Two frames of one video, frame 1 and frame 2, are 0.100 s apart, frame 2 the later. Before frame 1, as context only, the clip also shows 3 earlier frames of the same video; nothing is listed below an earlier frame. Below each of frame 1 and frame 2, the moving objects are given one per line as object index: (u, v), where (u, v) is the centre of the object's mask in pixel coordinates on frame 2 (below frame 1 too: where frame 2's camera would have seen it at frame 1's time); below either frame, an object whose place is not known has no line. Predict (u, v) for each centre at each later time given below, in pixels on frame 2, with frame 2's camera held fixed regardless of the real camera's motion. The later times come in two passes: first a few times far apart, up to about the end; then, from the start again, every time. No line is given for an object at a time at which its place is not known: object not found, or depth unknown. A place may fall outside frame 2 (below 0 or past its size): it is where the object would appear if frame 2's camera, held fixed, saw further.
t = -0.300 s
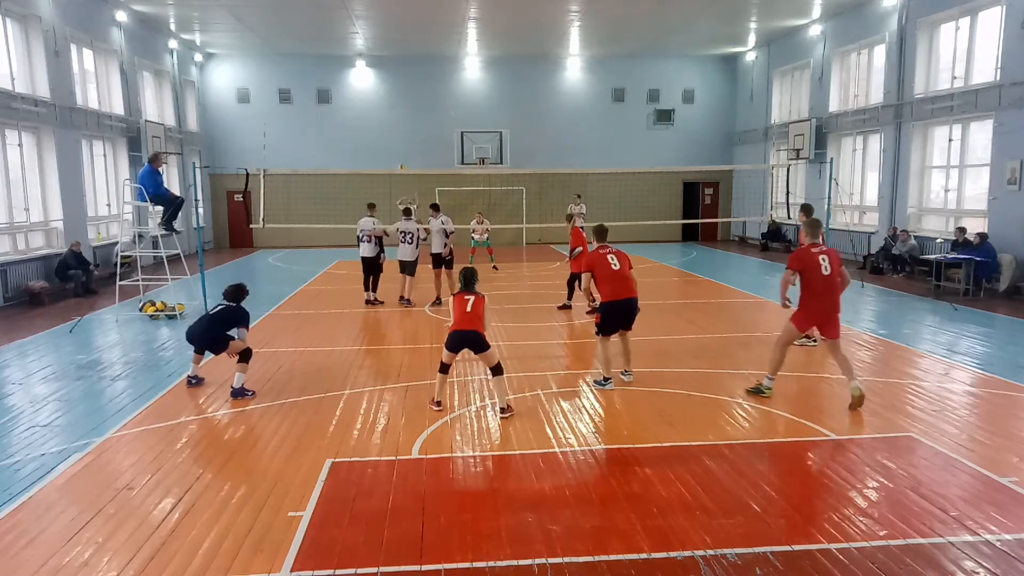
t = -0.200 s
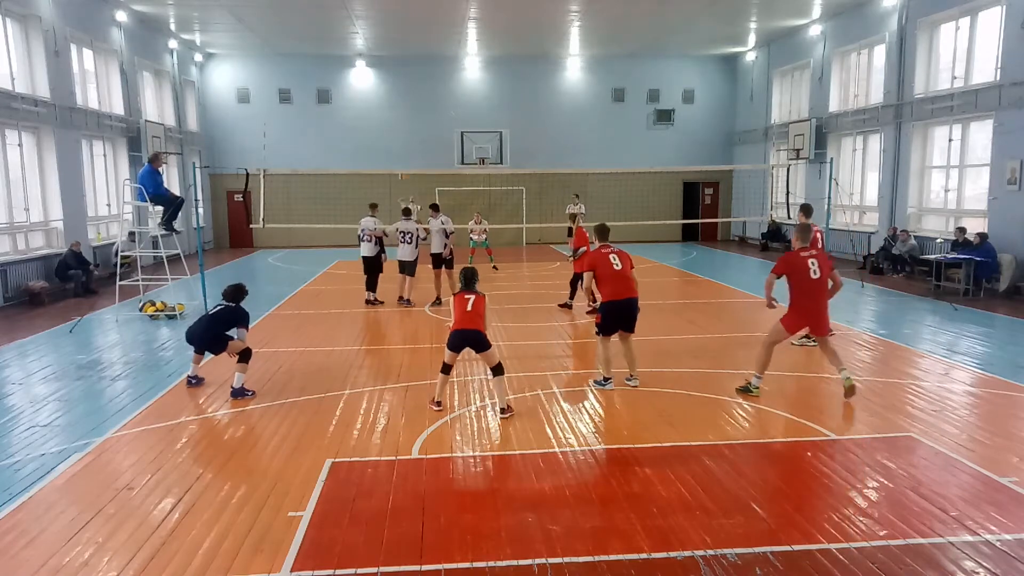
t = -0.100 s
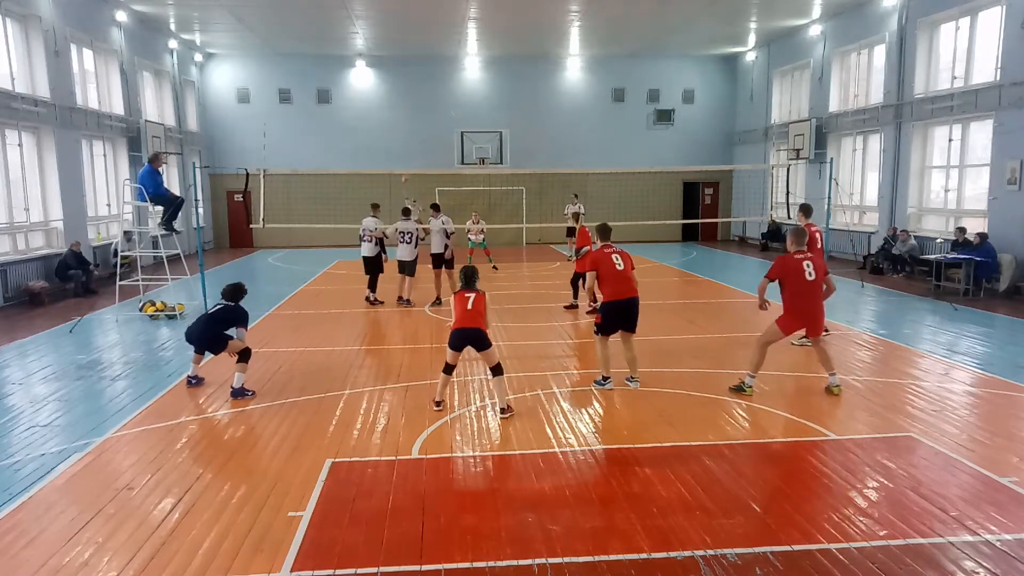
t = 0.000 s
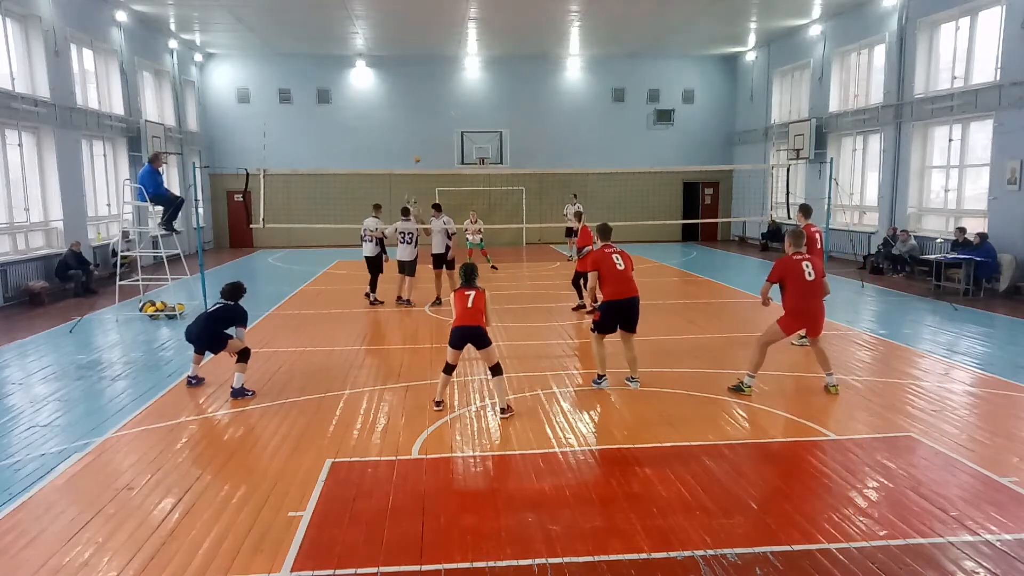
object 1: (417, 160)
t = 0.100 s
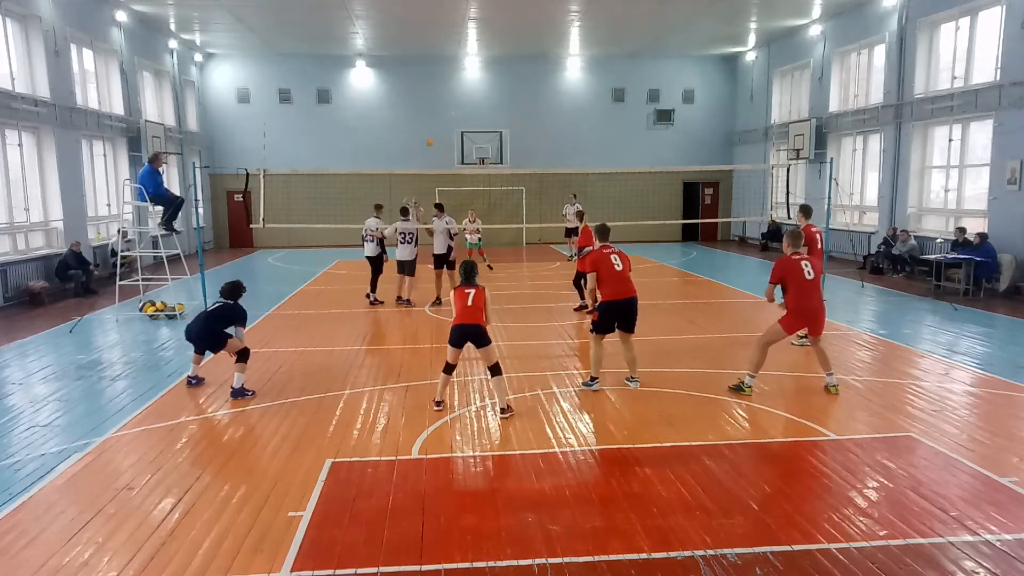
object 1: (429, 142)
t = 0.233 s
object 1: (448, 123)
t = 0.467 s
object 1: (492, 104)
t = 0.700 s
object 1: (556, 112)
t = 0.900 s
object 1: (633, 155)
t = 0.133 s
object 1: (433, 137)
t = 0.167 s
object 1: (438, 132)
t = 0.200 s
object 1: (443, 127)
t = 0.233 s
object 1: (448, 123)
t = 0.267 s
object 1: (454, 118)
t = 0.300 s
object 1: (459, 115)
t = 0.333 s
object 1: (465, 111)
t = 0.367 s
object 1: (472, 109)
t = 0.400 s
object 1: (477, 107)
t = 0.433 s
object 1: (485, 105)
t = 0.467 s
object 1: (492, 104)
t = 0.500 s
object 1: (501, 103)
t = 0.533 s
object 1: (508, 103)
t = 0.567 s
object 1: (517, 103)
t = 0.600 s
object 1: (527, 105)
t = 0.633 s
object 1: (535, 107)
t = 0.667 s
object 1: (546, 109)
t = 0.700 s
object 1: (556, 112)
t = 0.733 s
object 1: (568, 117)
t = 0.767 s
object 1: (581, 122)
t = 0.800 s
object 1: (592, 130)
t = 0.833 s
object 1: (606, 137)
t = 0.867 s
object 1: (620, 146)
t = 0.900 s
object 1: (633, 155)
